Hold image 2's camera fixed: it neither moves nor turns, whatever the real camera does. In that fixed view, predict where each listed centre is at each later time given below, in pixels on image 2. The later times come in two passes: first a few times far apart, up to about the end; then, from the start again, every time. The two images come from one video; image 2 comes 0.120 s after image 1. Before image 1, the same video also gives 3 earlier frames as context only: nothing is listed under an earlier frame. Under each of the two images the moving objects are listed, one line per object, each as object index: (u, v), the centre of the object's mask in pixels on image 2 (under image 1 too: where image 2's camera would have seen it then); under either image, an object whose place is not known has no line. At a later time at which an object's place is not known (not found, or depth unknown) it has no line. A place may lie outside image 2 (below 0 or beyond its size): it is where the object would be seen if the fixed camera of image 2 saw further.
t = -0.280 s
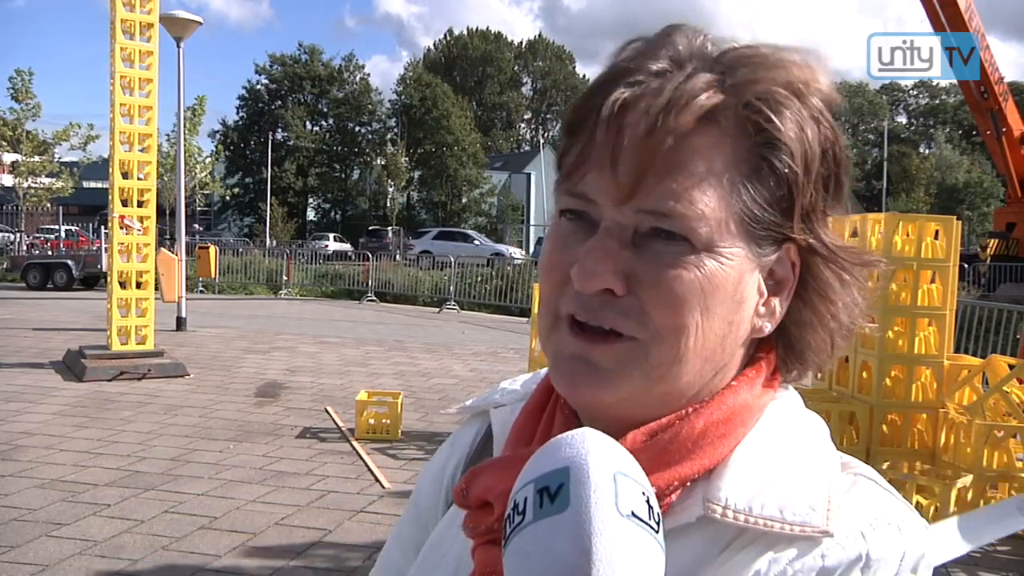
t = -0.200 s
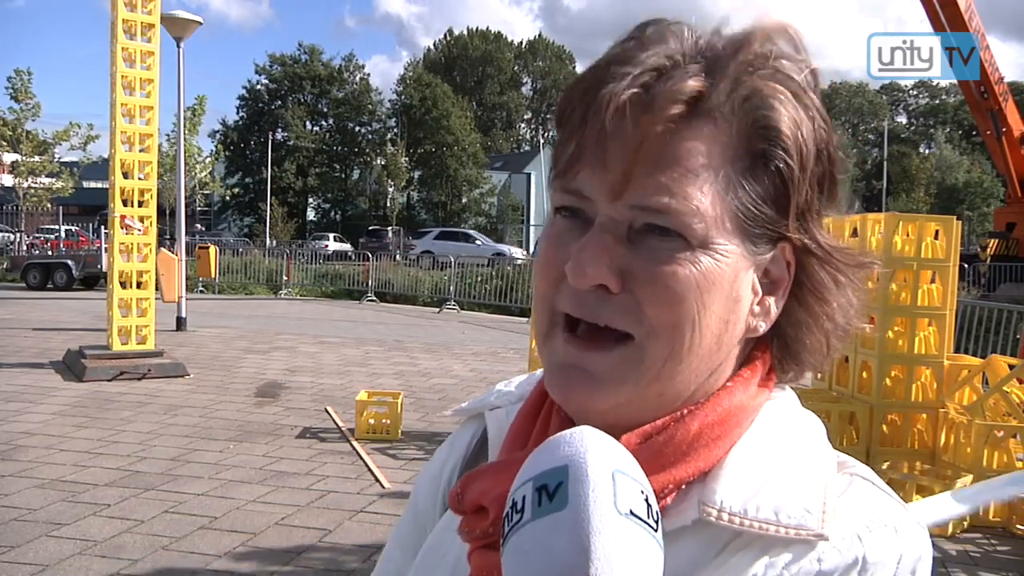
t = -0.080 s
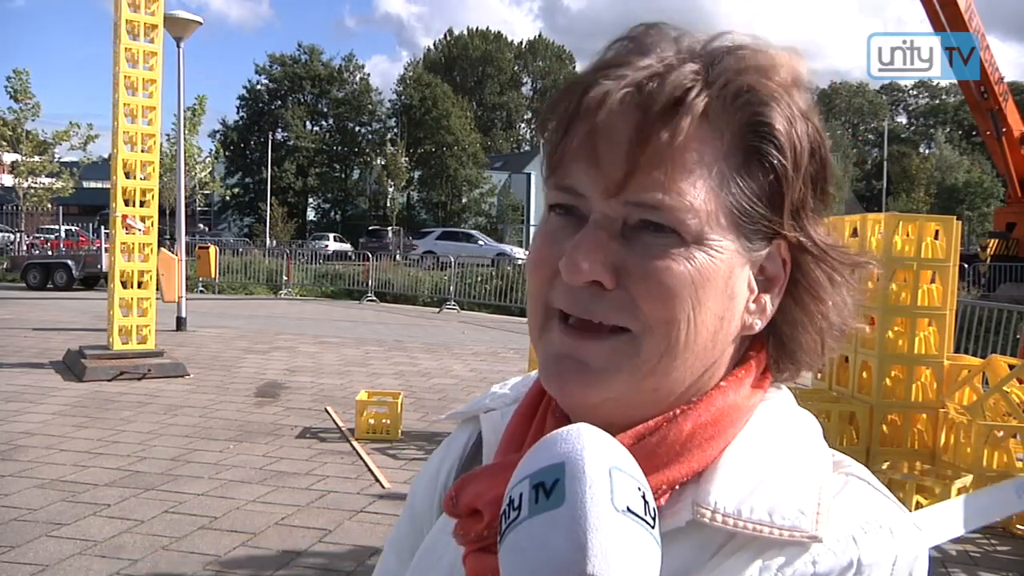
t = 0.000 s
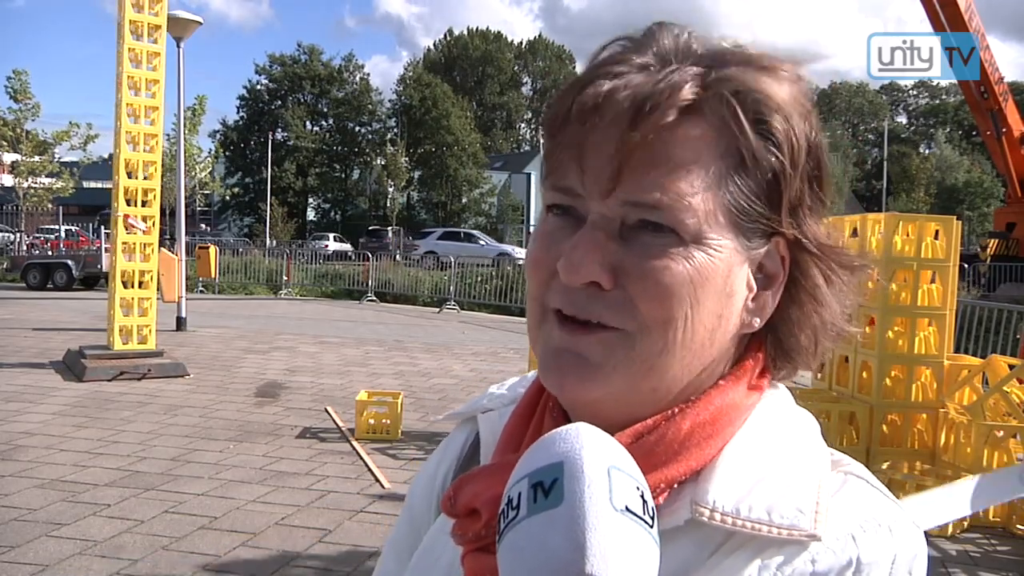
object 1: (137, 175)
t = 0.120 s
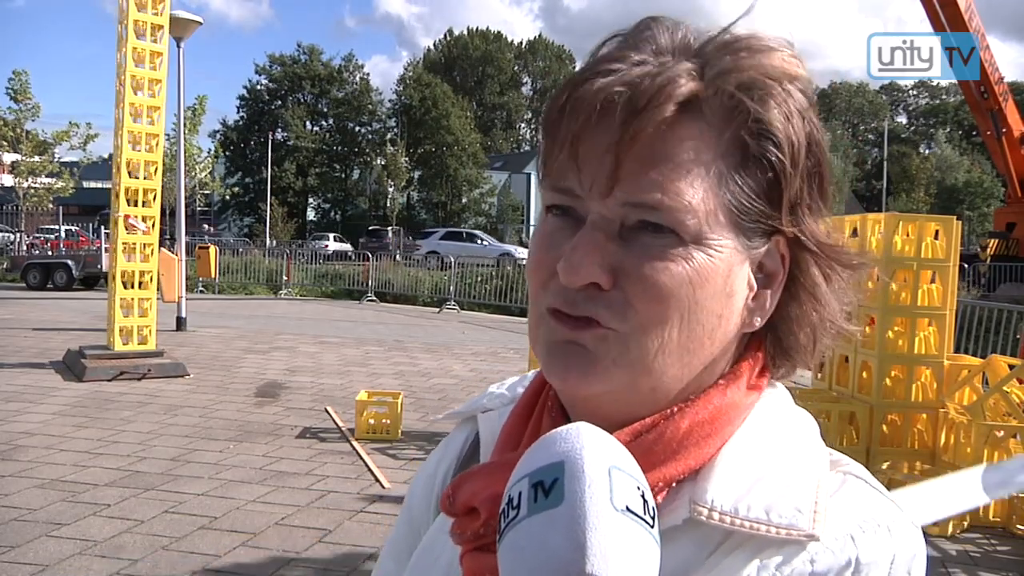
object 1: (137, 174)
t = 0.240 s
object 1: (139, 173)
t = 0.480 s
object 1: (143, 173)
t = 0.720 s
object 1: (152, 173)
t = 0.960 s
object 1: (166, 172)
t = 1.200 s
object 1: (185, 172)
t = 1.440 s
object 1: (218, 170)
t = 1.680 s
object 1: (269, 175)
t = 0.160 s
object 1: (137, 173)
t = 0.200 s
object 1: (138, 173)
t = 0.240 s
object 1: (139, 173)
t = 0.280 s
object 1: (140, 174)
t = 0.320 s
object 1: (141, 174)
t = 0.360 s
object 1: (142, 173)
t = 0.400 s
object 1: (142, 173)
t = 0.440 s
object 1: (142, 173)
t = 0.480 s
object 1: (143, 173)
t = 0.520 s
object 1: (144, 174)
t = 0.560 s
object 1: (145, 174)
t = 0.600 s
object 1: (147, 173)
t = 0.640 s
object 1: (148, 173)
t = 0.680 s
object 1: (150, 173)
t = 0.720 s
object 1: (152, 173)
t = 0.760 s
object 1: (154, 173)
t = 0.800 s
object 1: (156, 173)
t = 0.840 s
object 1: (158, 173)
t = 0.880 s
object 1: (161, 172)
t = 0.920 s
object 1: (163, 172)
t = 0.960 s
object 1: (166, 172)
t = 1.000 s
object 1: (169, 172)
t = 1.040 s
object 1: (172, 172)
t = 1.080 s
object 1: (175, 172)
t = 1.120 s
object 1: (178, 172)
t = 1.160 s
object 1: (182, 172)
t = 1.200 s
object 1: (185, 172)
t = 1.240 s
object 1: (189, 172)
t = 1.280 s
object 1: (194, 172)
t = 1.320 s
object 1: (199, 172)
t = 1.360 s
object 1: (205, 171)
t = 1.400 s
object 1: (211, 170)
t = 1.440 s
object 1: (218, 170)
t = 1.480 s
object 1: (225, 170)
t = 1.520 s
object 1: (233, 170)
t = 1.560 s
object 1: (241, 169)
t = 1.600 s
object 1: (251, 170)
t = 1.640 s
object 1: (260, 171)
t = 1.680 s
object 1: (269, 175)
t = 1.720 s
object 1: (277, 181)
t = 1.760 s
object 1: (285, 188)
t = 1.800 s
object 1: (288, 196)
